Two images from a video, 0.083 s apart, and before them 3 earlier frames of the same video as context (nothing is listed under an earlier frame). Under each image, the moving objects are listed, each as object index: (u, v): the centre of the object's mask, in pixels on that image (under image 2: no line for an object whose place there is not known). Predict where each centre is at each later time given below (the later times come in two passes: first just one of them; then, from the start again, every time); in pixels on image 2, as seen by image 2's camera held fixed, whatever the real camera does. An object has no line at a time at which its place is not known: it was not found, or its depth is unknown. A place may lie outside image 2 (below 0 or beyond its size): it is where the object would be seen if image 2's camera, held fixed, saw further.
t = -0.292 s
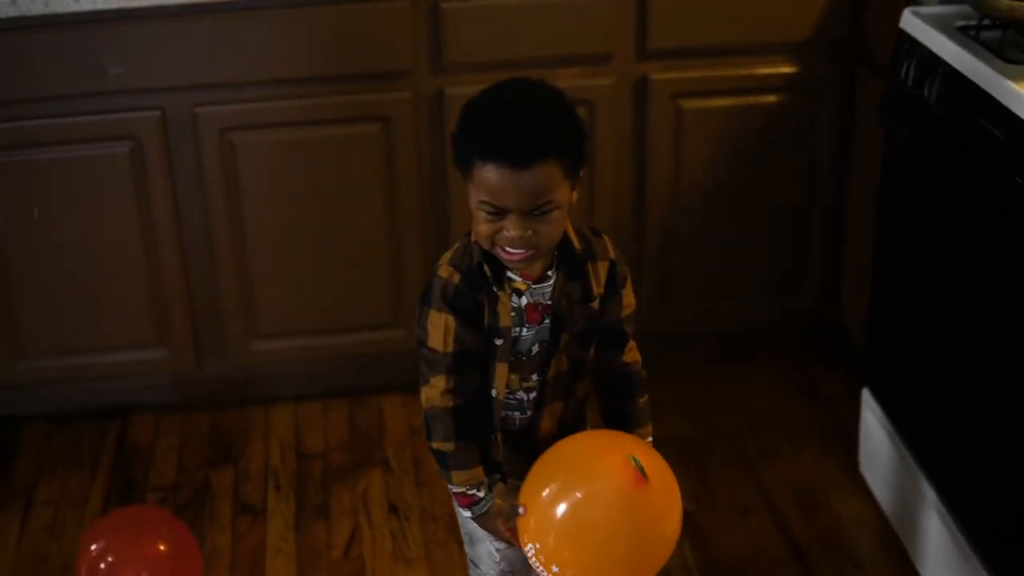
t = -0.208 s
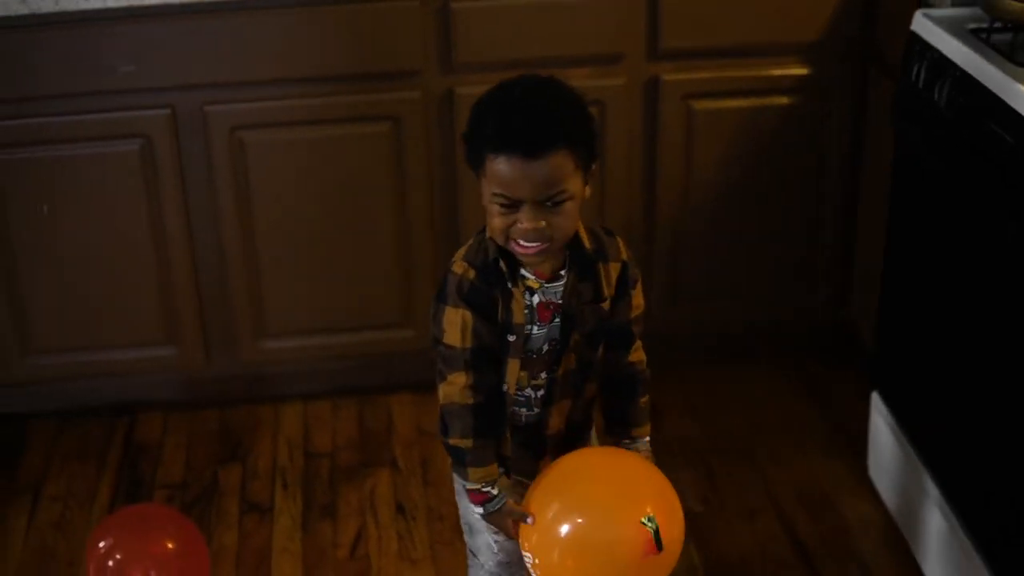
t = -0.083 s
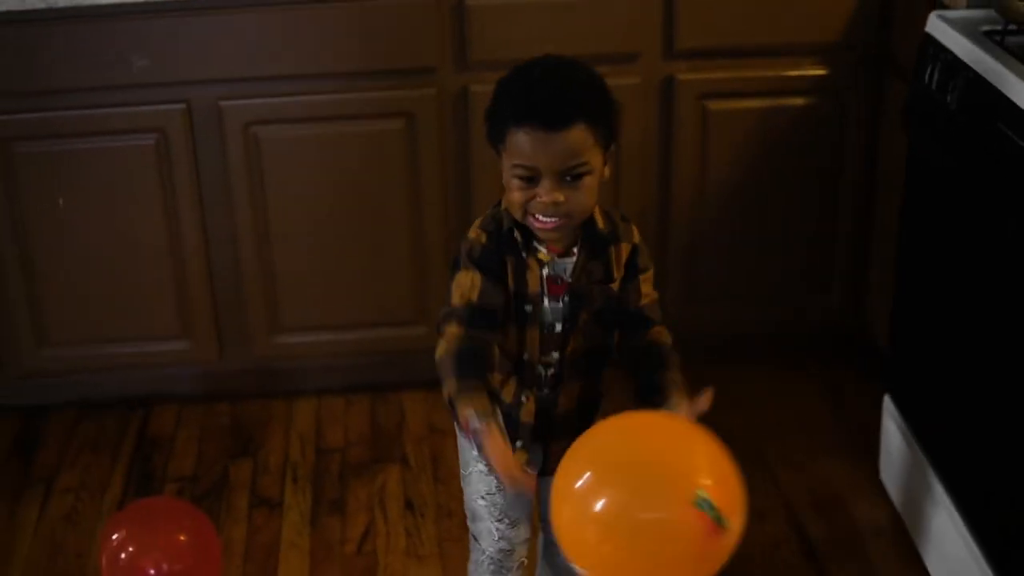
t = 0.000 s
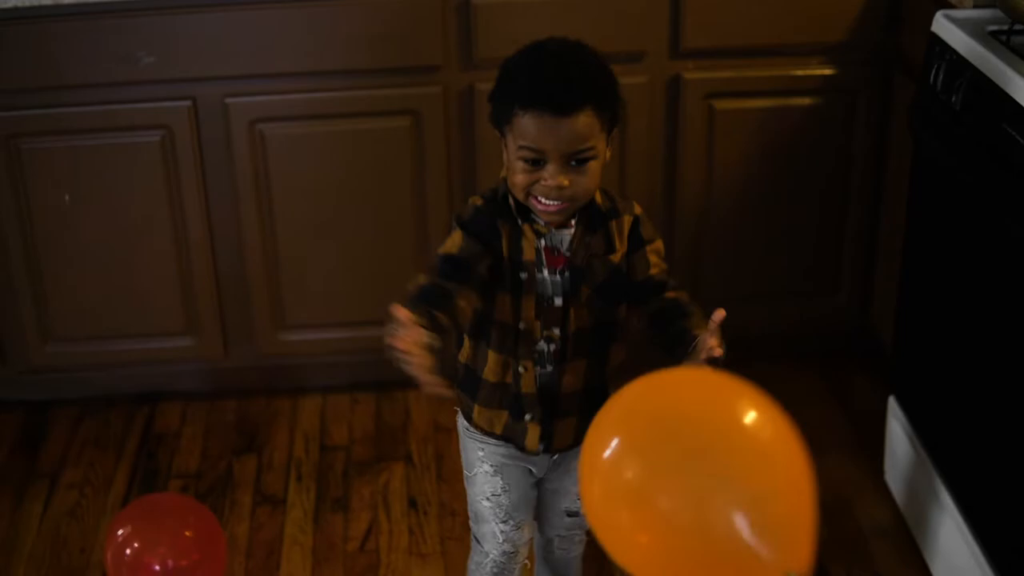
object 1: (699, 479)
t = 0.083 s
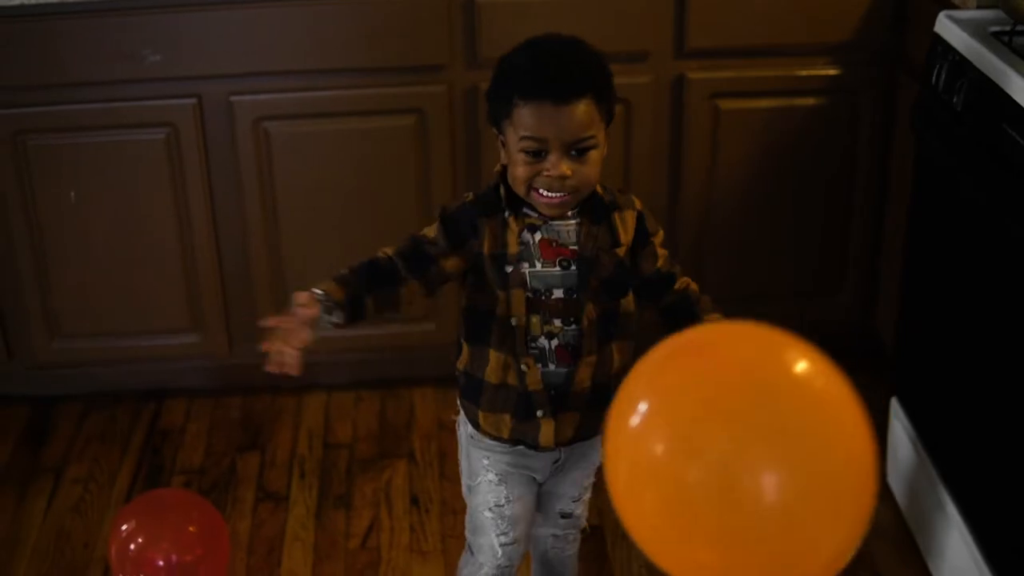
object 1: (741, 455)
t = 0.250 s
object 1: (790, 428)
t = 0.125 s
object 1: (751, 449)
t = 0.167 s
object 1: (771, 439)
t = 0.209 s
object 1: (781, 433)
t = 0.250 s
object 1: (790, 428)
